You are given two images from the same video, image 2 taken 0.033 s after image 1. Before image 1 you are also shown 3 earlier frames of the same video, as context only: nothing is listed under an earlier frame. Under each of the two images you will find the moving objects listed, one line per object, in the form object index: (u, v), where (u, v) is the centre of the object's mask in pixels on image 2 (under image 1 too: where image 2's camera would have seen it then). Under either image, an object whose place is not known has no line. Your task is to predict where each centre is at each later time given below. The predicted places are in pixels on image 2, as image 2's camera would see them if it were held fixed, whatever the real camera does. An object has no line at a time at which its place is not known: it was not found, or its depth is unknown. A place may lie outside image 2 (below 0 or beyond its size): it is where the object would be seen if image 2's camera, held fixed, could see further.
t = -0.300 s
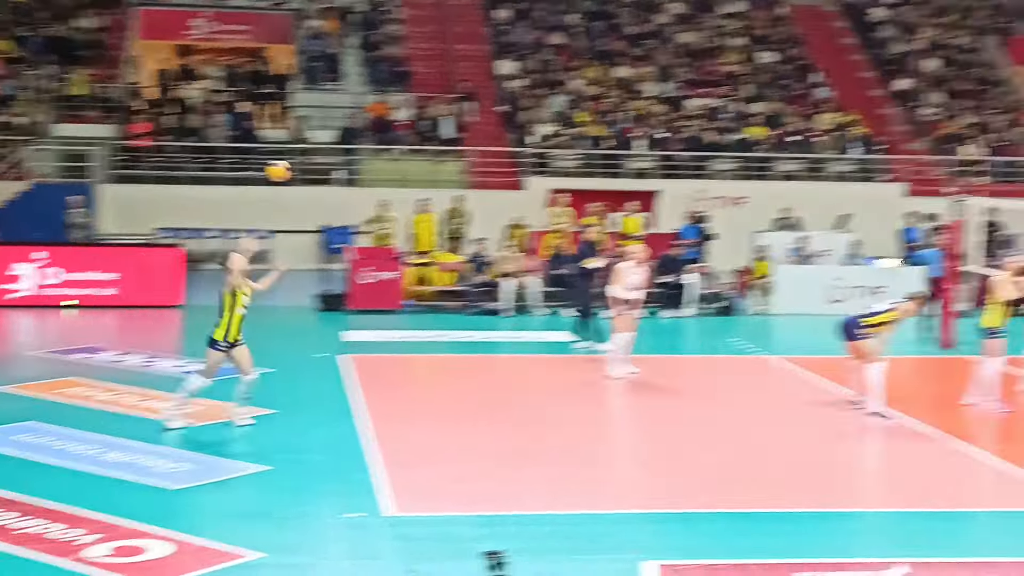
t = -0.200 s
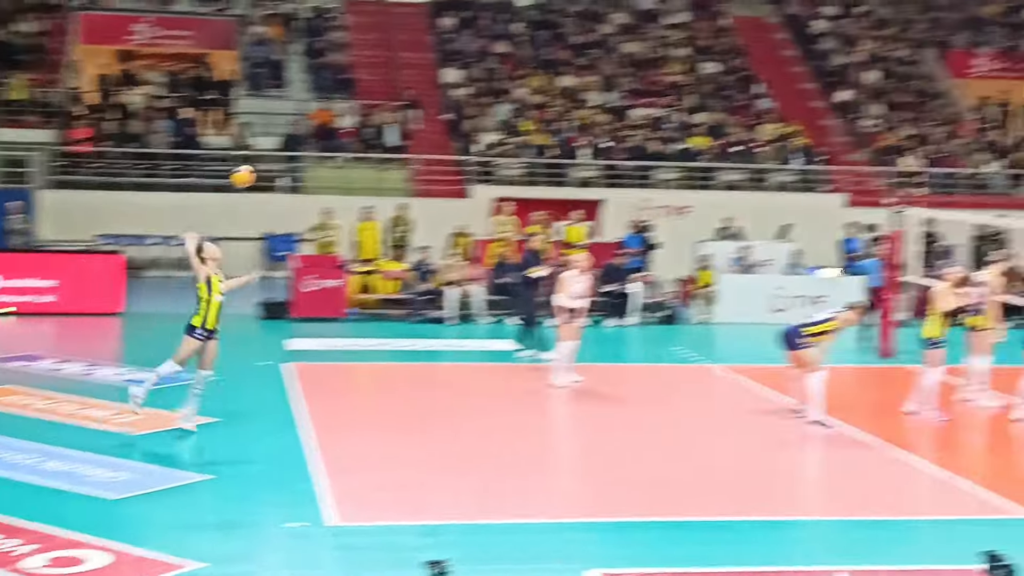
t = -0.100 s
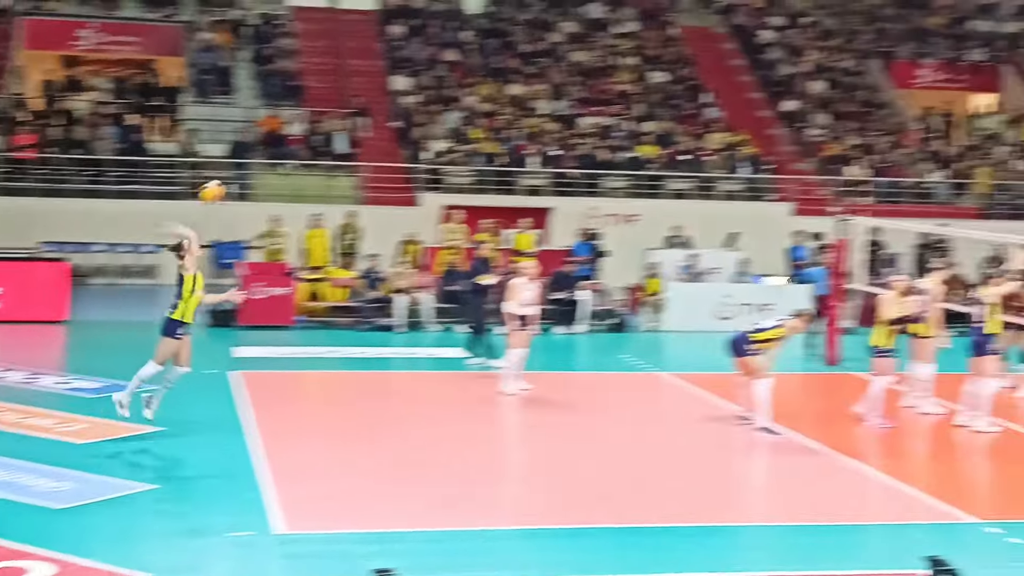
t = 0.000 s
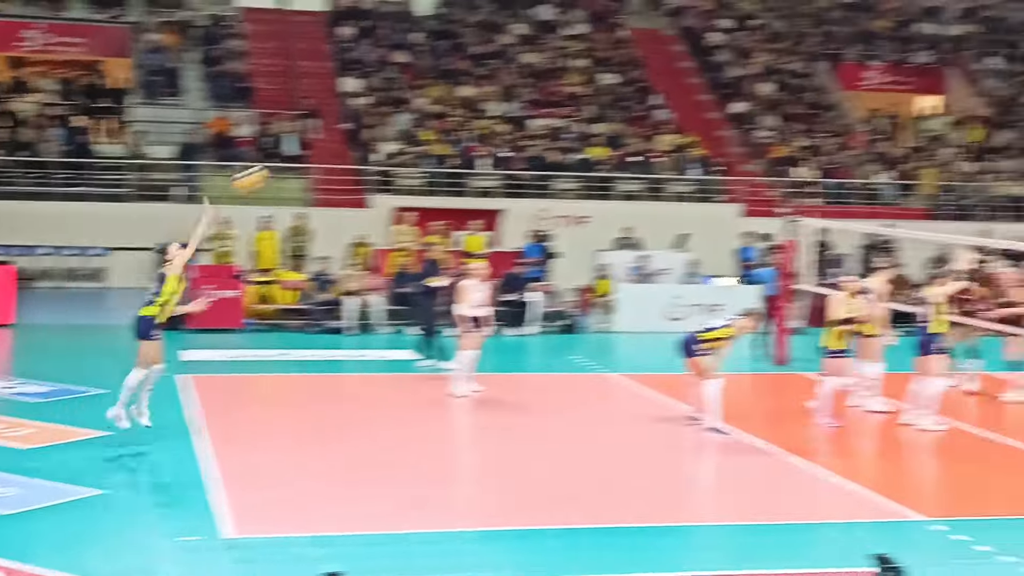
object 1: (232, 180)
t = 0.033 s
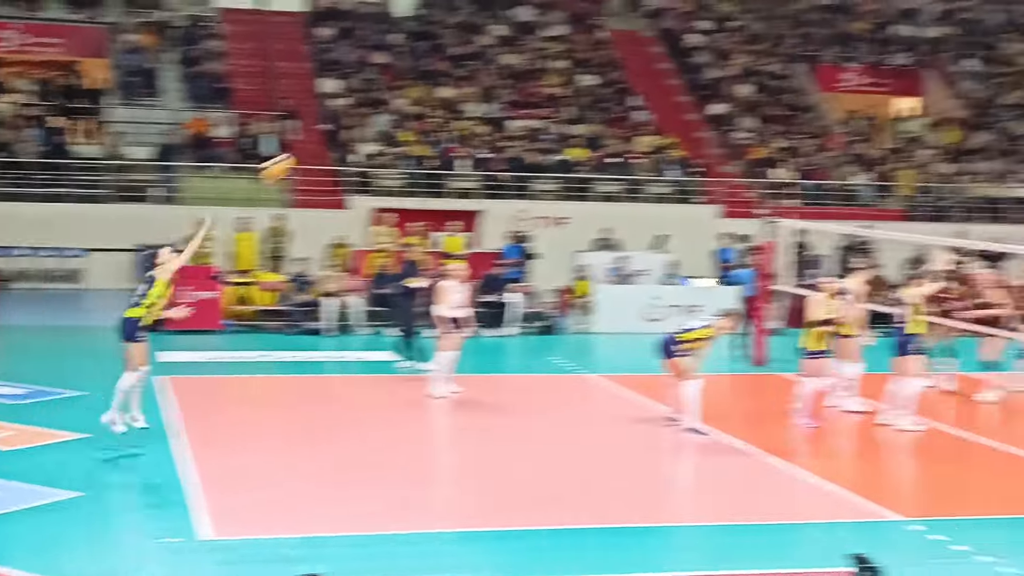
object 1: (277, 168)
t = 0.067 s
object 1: (320, 157)
